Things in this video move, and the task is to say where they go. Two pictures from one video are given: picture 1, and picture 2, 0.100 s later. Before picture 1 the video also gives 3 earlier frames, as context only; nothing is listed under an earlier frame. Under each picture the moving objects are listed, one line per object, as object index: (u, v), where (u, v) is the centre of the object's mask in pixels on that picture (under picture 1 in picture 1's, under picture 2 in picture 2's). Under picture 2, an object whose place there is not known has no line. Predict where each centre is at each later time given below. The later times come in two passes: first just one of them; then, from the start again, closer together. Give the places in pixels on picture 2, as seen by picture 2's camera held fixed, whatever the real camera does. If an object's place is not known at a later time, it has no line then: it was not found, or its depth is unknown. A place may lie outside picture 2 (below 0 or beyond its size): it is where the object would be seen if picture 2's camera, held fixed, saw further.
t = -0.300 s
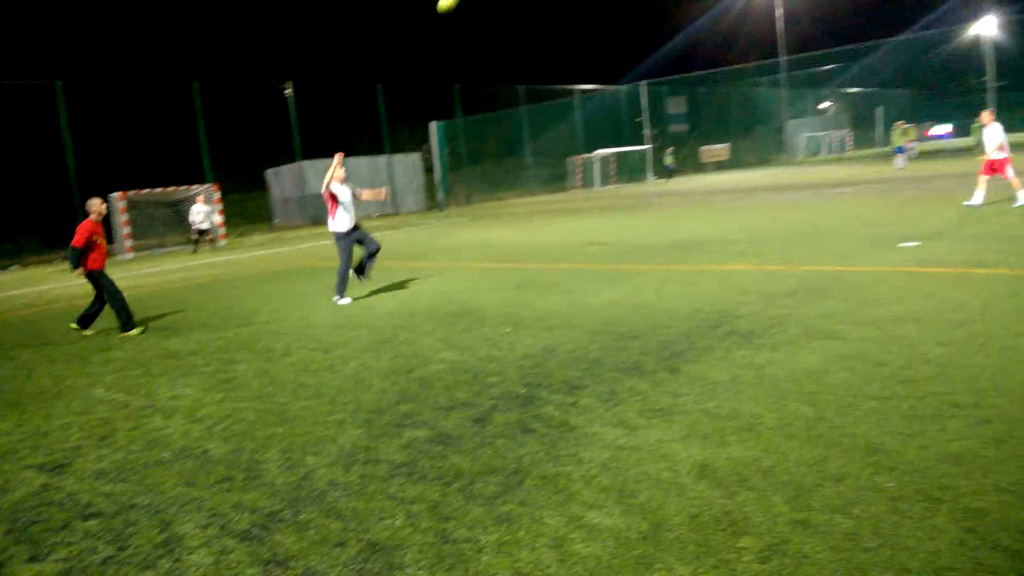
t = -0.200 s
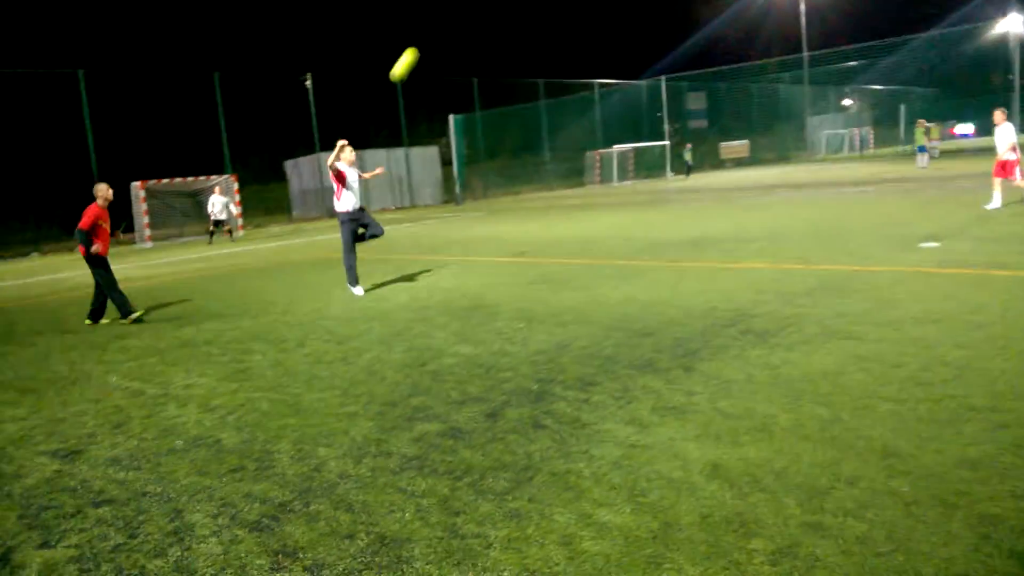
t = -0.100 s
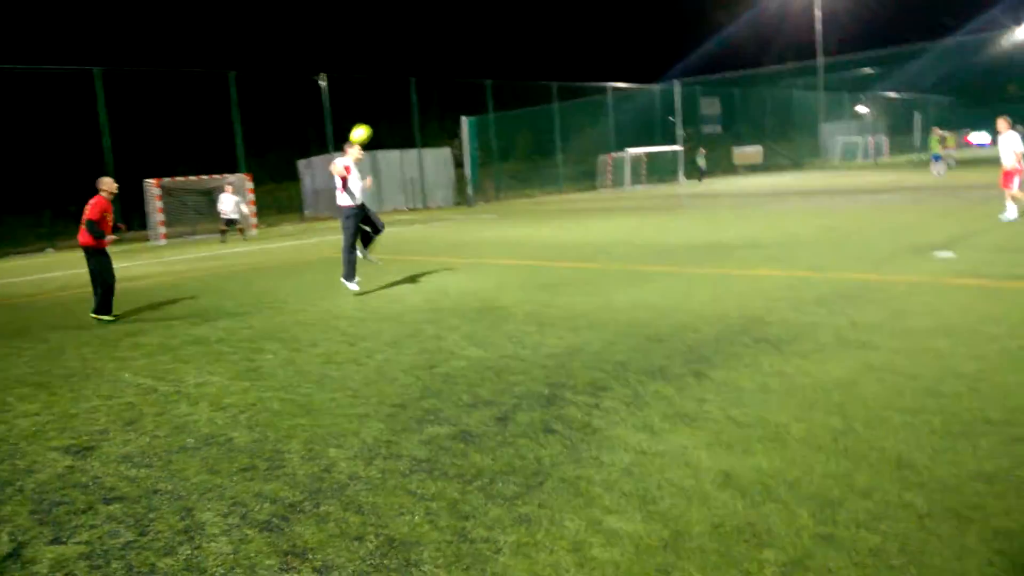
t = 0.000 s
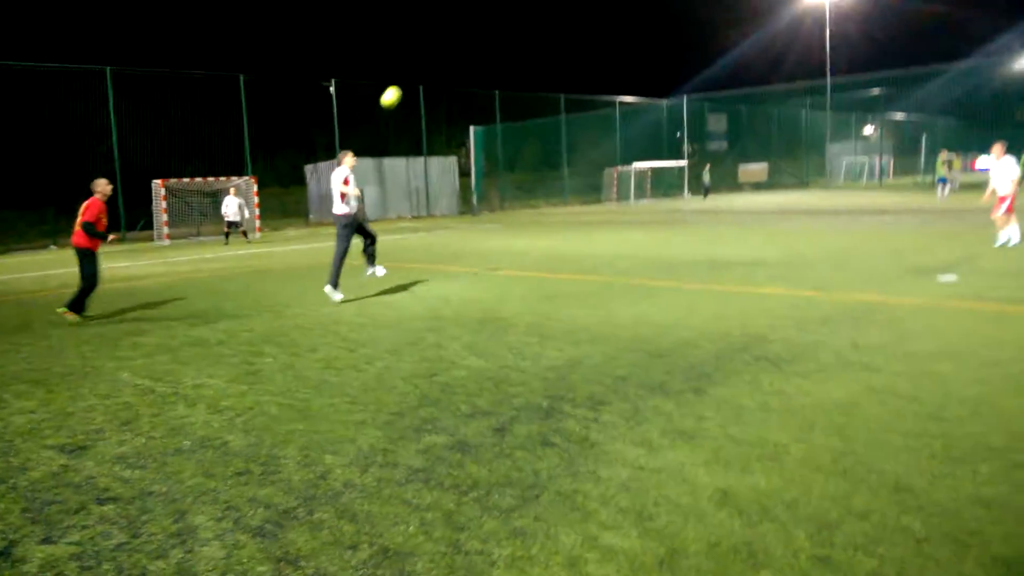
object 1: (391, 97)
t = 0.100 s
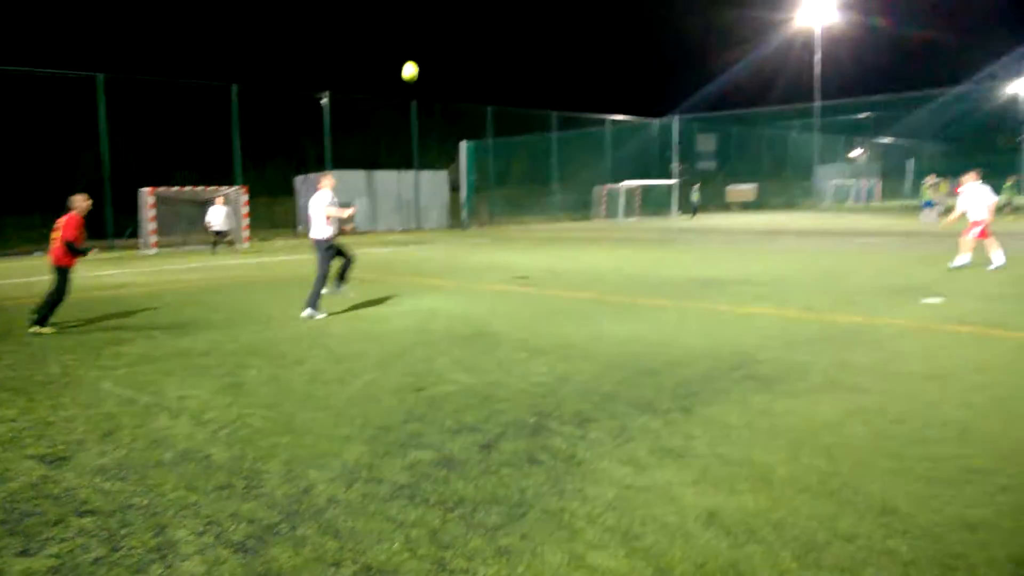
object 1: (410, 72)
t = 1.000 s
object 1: (635, 70)
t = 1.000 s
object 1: (635, 70)
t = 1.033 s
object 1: (642, 81)
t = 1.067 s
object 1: (649, 92)
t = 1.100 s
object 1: (656, 104)
